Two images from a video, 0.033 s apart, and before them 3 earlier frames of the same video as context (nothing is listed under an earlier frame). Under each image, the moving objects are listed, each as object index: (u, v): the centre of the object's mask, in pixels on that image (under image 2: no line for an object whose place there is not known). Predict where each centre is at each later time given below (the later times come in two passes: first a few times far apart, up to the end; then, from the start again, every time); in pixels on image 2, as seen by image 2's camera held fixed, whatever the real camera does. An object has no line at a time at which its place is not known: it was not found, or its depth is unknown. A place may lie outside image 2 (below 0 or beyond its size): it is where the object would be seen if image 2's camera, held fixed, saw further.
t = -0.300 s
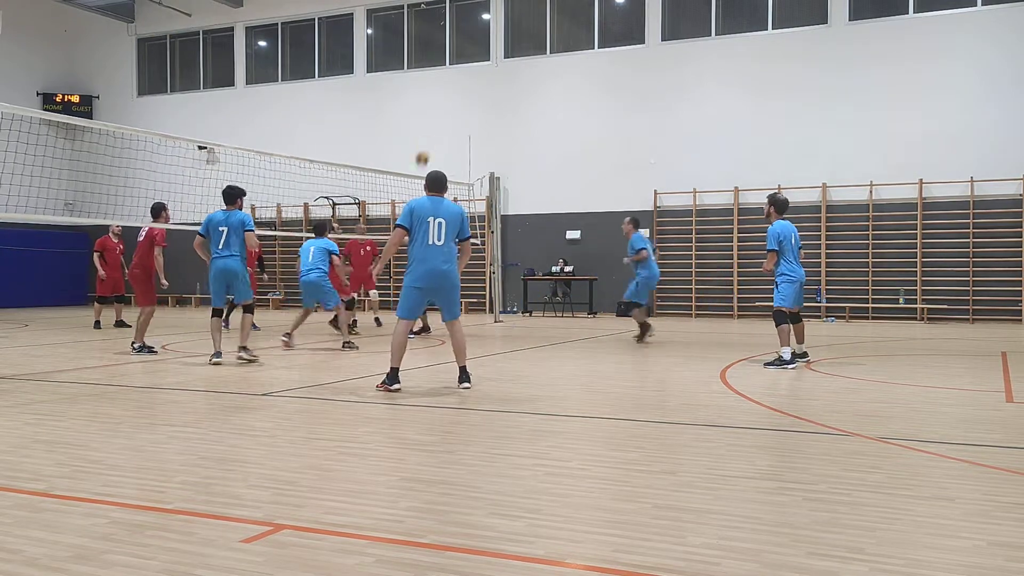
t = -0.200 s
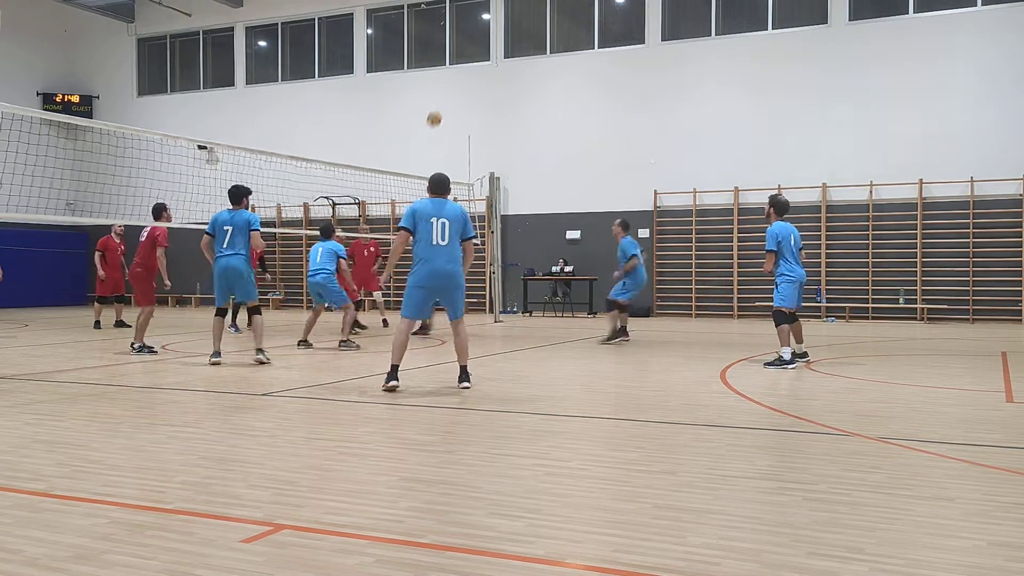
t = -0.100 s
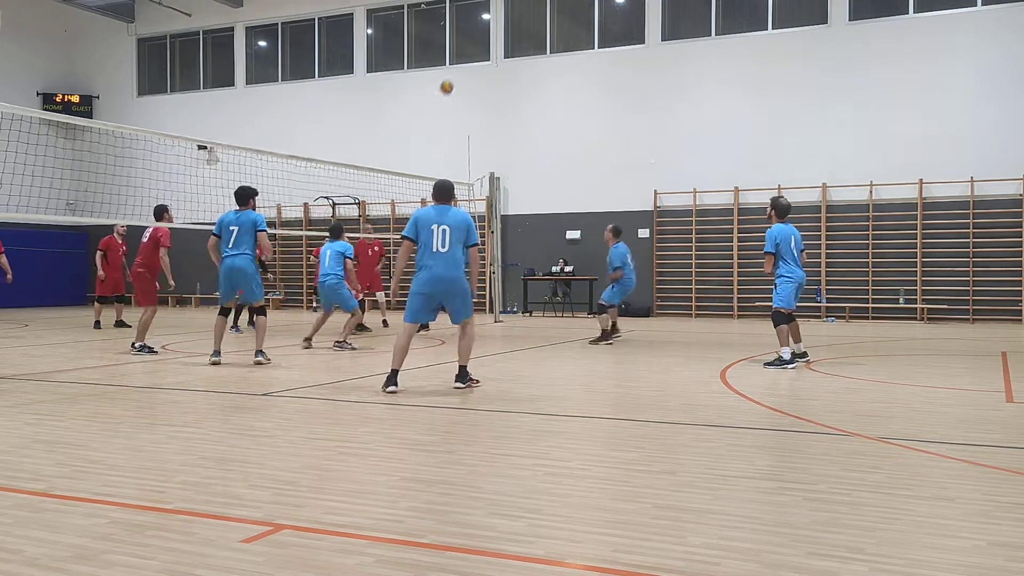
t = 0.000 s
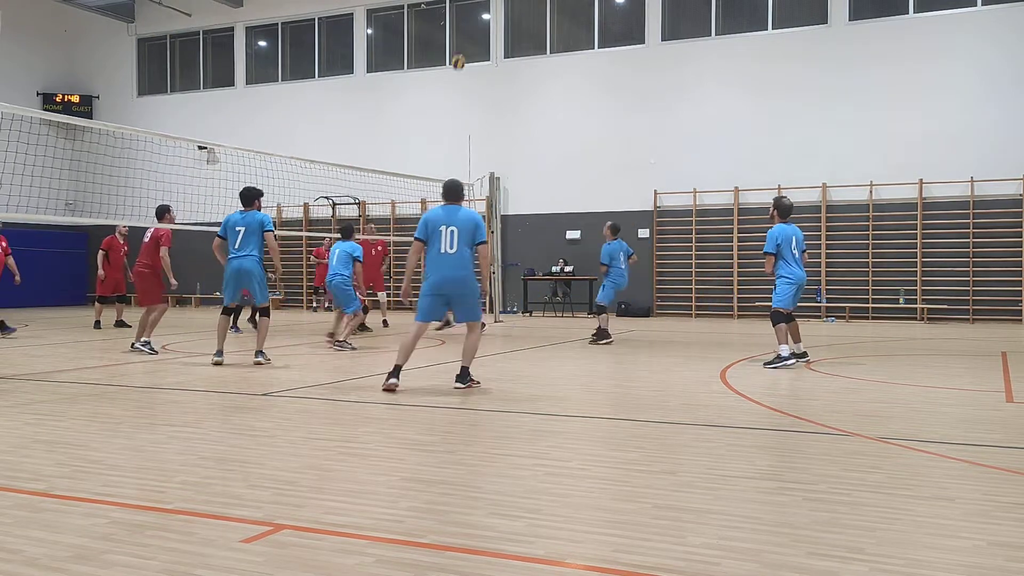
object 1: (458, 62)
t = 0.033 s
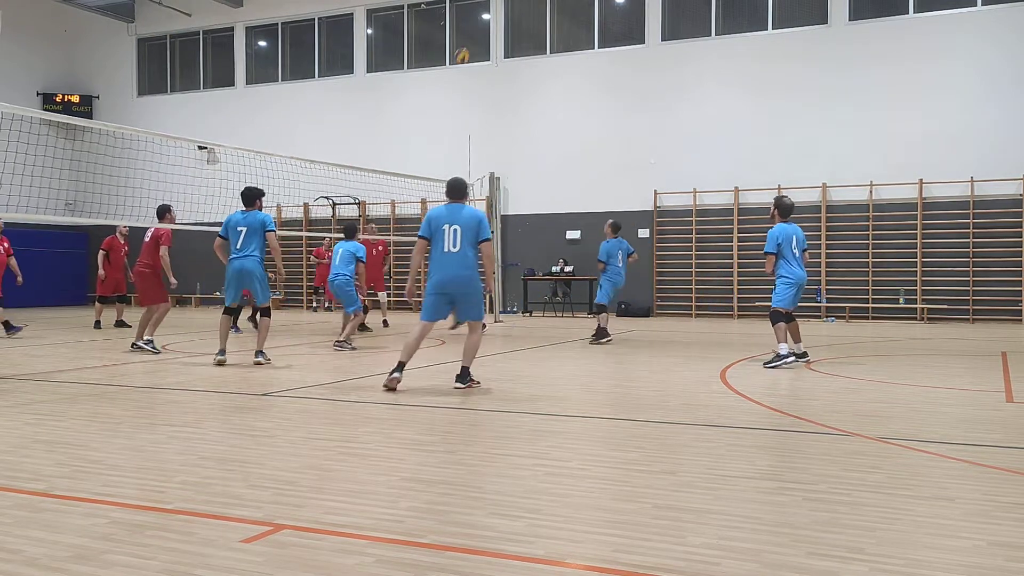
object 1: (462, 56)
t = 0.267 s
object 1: (489, 31)
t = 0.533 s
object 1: (516, 44)
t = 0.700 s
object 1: (534, 77)
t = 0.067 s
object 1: (466, 50)
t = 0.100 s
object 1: (469, 44)
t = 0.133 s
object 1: (473, 40)
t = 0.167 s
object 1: (477, 37)
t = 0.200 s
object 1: (480, 34)
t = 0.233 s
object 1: (484, 32)
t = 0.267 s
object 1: (489, 31)
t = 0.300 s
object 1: (492, 30)
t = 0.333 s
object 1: (495, 30)
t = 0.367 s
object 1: (500, 31)
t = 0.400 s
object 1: (503, 32)
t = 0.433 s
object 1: (506, 34)
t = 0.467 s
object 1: (510, 37)
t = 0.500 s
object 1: (513, 41)
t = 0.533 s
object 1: (516, 44)
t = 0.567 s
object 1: (520, 50)
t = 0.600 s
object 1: (524, 55)
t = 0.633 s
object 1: (527, 62)
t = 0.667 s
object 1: (530, 69)
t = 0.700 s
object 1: (534, 77)
